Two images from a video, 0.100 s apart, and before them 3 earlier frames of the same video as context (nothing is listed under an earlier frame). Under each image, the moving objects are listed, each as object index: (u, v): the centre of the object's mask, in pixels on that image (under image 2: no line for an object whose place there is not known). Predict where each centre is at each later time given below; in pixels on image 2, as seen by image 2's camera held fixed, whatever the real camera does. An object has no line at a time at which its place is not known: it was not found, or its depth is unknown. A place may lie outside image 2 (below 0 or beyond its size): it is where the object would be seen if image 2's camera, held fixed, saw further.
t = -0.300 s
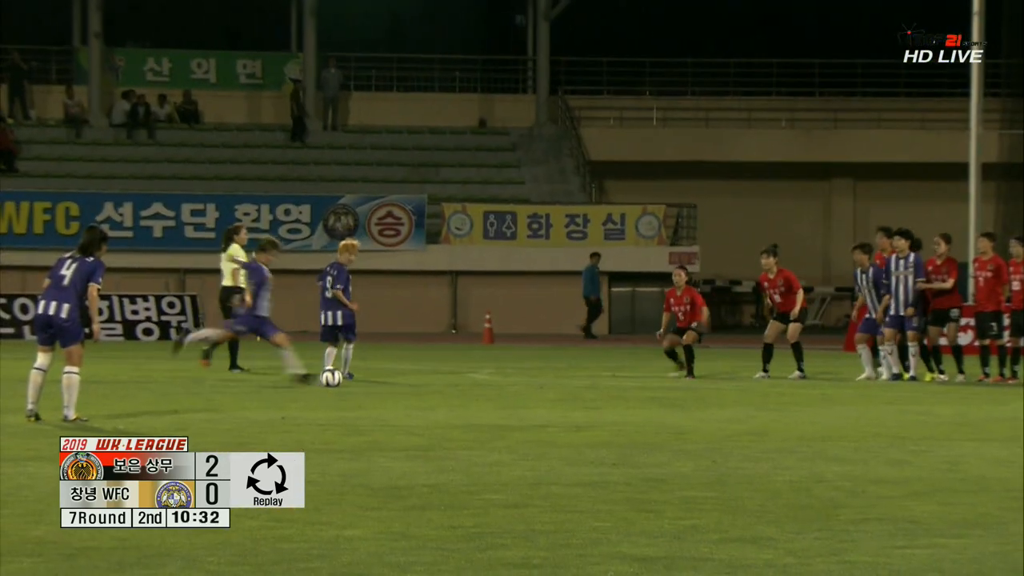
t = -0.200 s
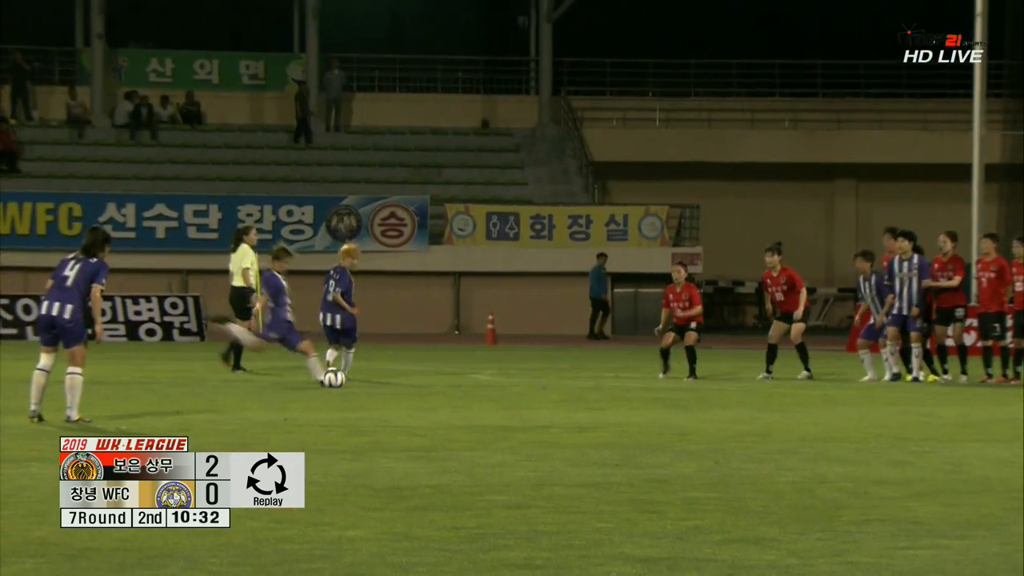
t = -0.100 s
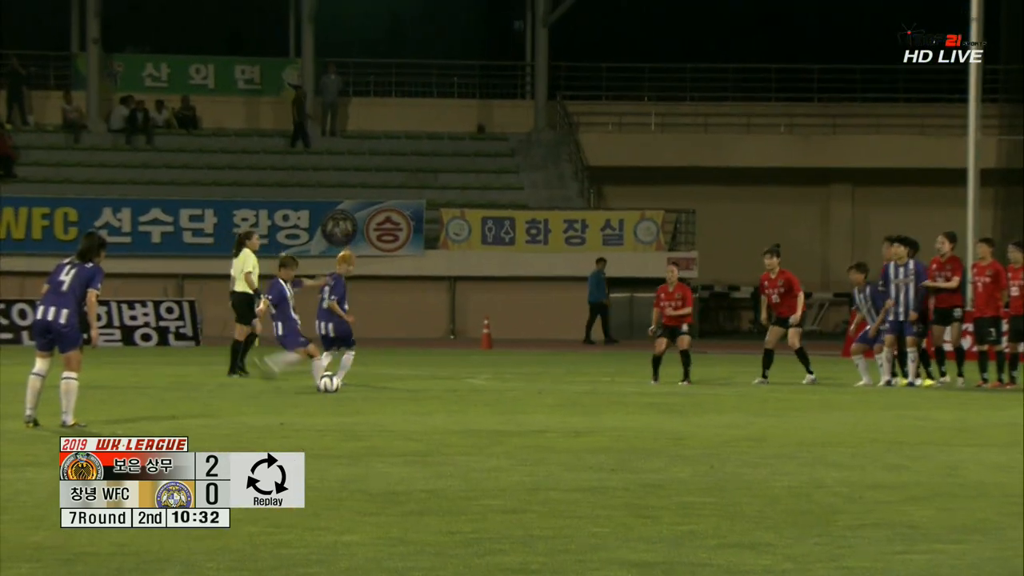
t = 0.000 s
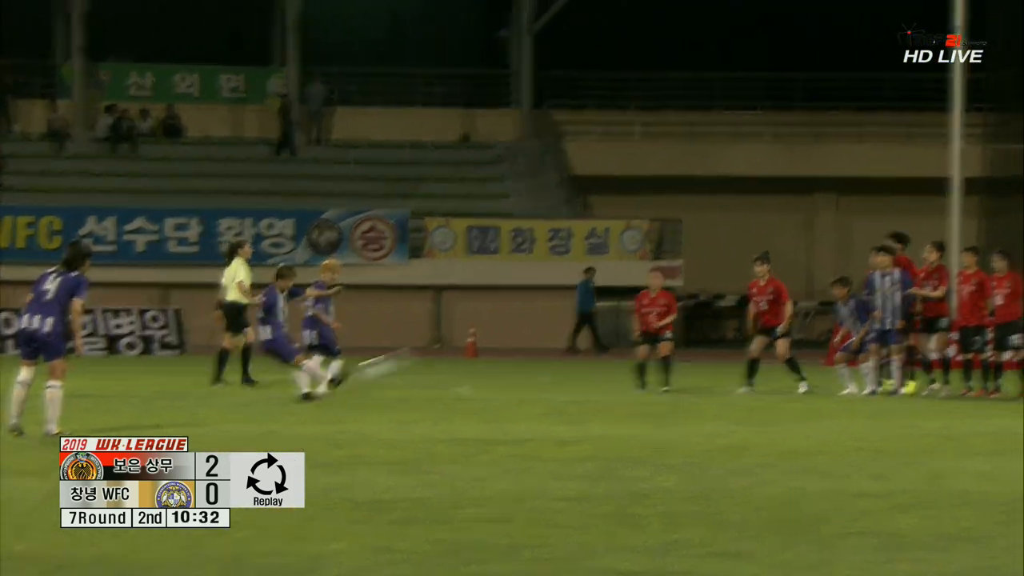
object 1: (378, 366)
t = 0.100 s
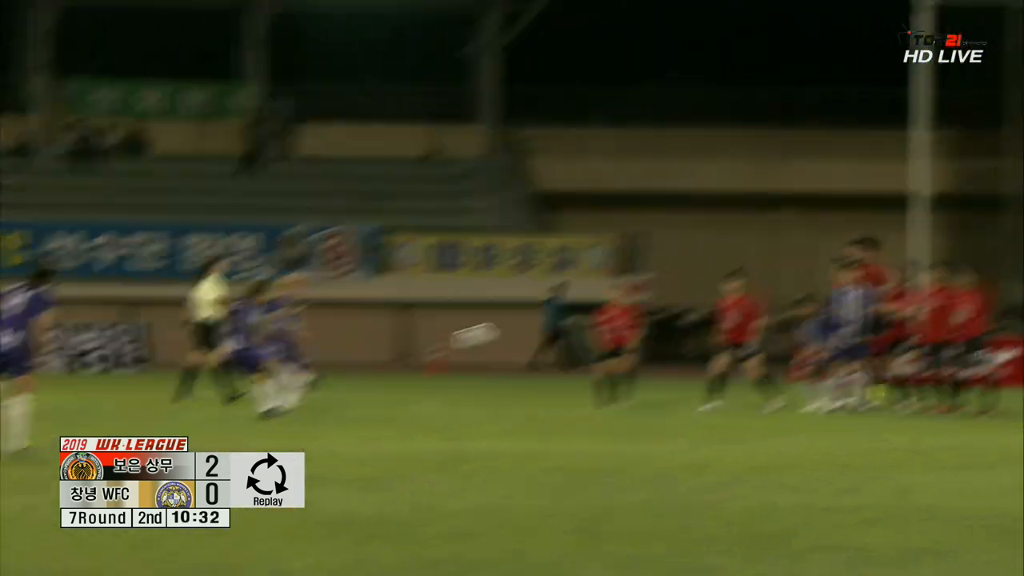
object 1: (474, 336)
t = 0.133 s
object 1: (516, 322)
